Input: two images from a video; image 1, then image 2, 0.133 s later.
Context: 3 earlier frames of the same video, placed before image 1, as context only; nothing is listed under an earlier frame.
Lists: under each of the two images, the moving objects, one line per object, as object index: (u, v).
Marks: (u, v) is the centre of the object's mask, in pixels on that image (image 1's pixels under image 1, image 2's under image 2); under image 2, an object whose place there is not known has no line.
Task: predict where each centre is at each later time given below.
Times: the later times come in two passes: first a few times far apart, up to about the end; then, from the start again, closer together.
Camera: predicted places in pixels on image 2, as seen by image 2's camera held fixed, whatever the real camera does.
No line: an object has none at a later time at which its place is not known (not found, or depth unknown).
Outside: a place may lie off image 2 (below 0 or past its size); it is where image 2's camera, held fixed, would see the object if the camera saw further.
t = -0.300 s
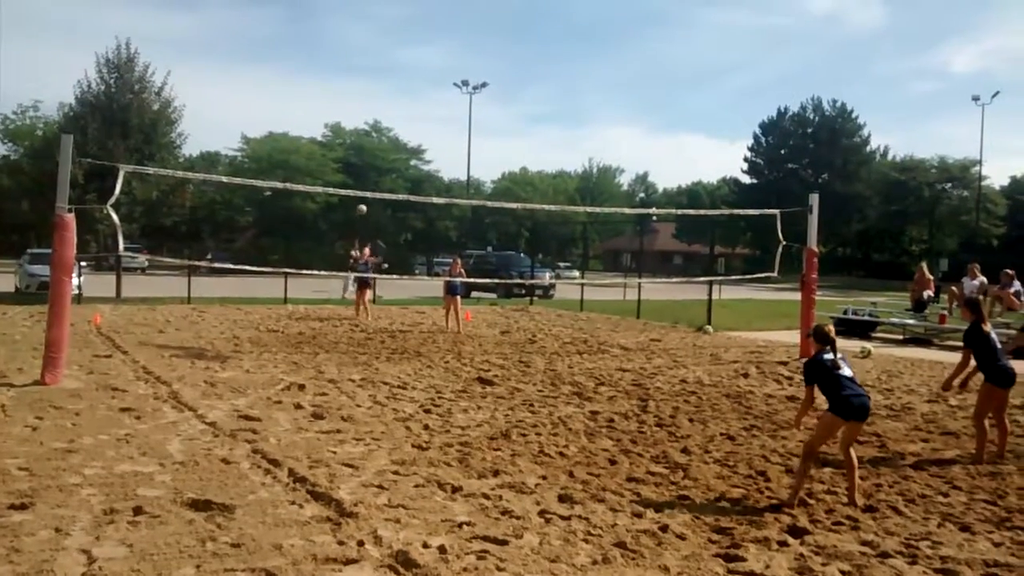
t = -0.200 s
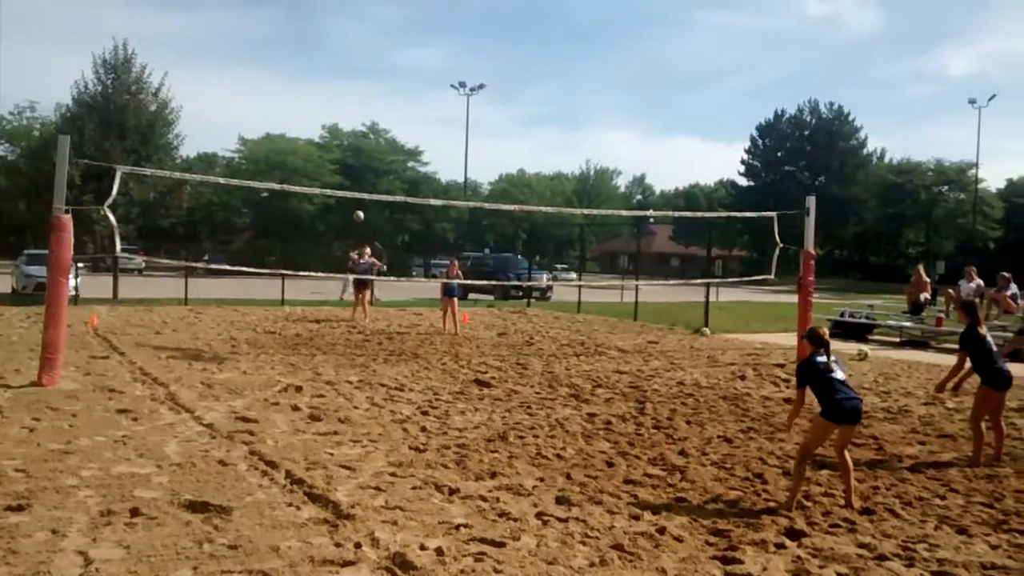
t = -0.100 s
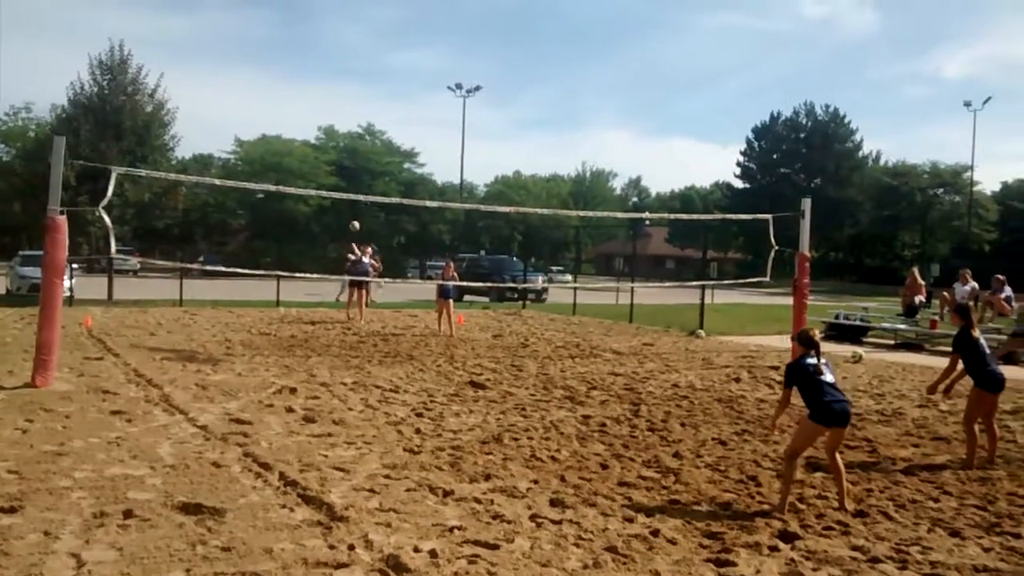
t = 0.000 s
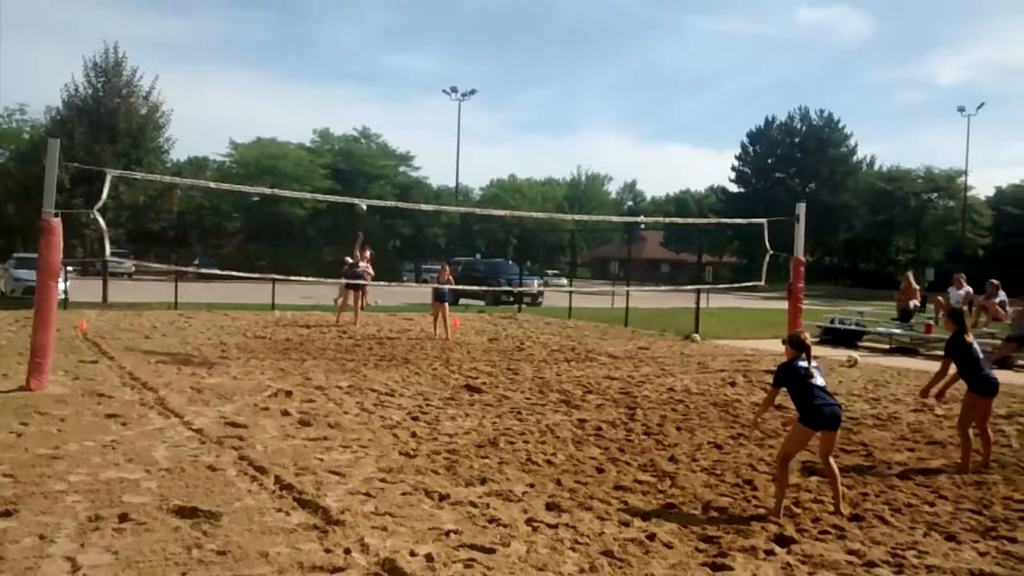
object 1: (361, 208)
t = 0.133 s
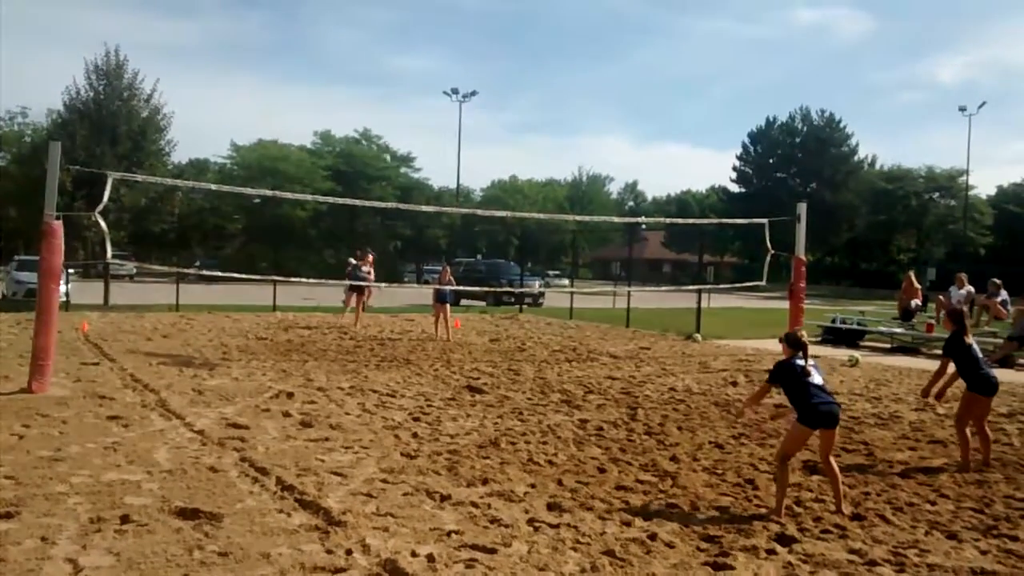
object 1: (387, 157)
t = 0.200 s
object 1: (396, 137)
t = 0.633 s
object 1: (487, 22)
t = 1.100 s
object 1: (614, 16)
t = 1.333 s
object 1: (684, 75)
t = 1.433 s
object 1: (719, 119)
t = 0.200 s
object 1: (396, 137)
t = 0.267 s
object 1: (408, 115)
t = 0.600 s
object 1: (479, 28)
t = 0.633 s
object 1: (487, 22)
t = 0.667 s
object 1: (495, 16)
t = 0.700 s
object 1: (503, 12)
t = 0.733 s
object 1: (512, 10)
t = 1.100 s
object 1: (614, 16)
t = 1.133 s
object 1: (623, 20)
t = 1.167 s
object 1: (633, 24)
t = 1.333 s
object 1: (684, 75)
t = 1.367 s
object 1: (696, 89)
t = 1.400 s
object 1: (707, 103)
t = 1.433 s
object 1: (719, 119)
